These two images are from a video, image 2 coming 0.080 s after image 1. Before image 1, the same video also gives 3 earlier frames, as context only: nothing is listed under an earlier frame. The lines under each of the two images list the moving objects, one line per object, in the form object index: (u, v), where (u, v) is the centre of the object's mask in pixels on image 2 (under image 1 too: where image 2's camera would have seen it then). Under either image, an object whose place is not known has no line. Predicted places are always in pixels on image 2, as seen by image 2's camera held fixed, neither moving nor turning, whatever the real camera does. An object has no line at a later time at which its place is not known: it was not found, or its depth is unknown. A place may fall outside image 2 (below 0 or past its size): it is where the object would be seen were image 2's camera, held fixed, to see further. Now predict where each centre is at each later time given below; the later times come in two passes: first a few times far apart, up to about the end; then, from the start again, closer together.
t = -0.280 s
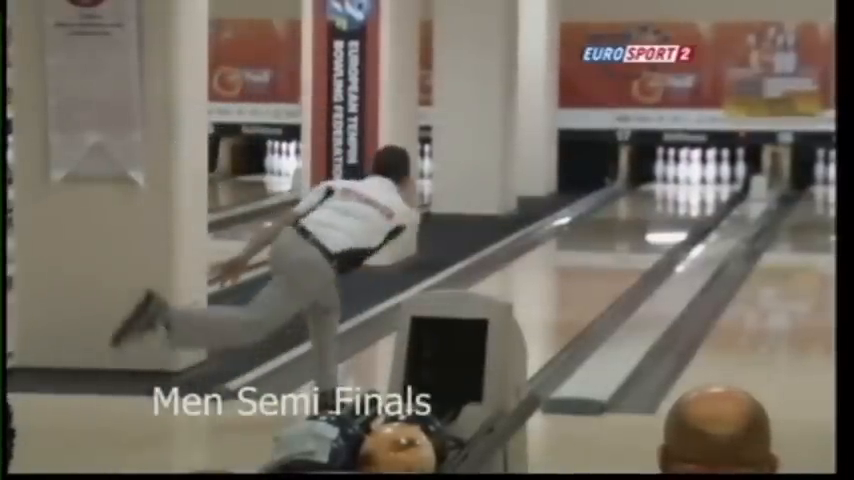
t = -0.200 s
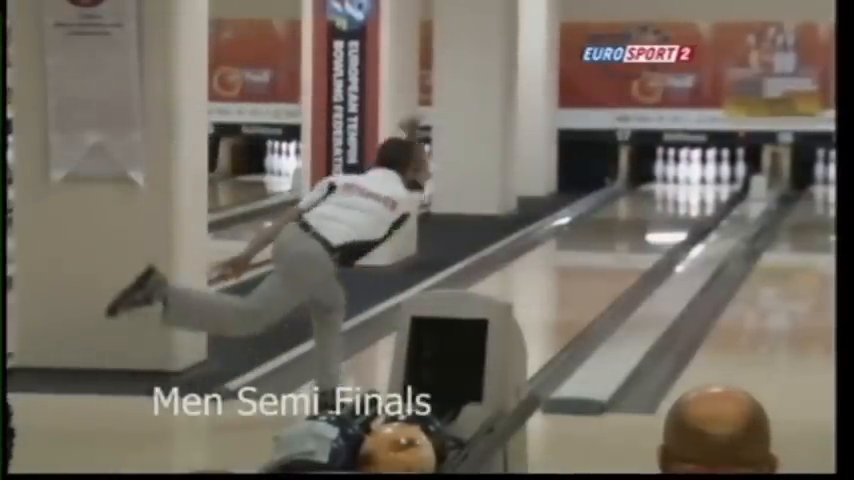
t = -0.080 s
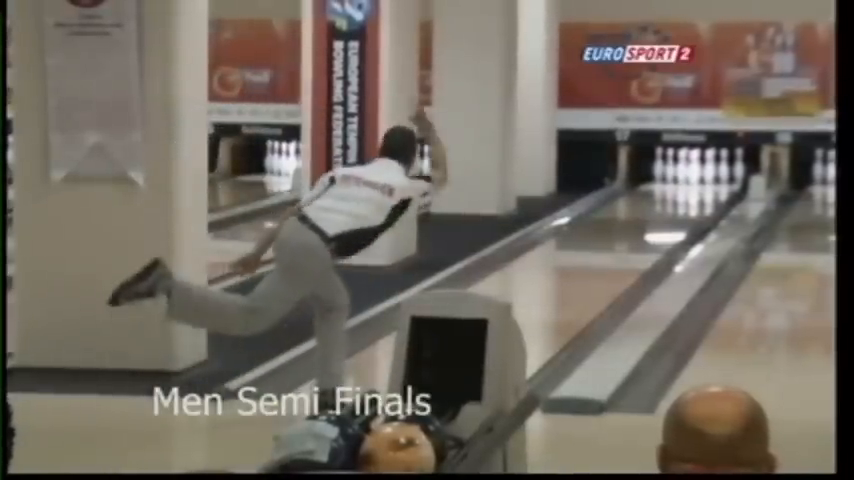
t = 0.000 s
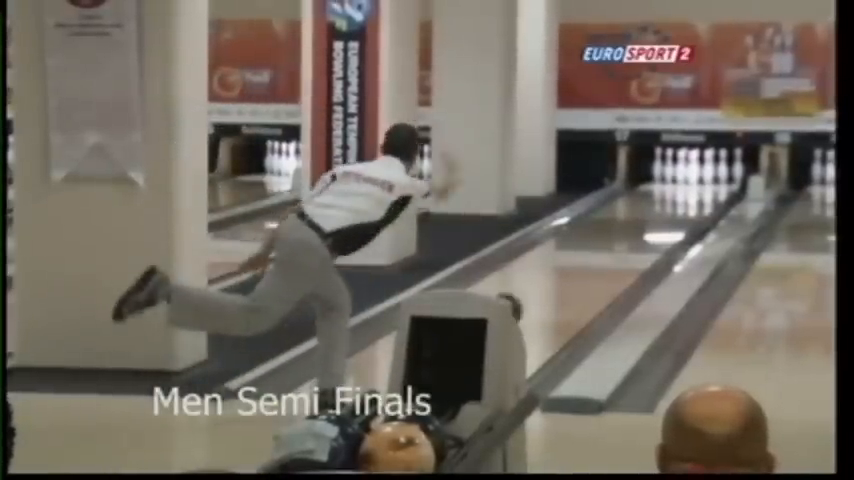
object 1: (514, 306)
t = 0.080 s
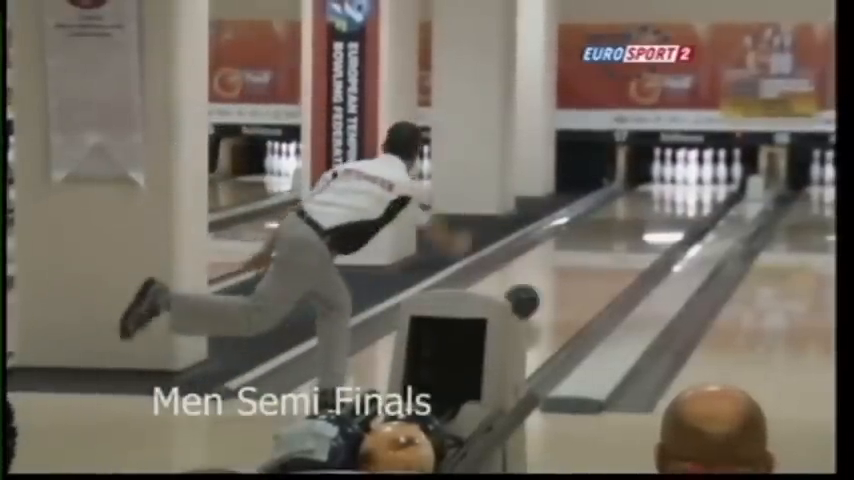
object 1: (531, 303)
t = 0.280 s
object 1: (562, 278)
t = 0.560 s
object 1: (604, 252)
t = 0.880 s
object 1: (641, 229)
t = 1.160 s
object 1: (667, 213)
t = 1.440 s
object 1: (686, 199)
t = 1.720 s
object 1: (694, 188)
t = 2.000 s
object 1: (697, 180)
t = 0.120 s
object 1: (536, 298)
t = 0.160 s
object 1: (540, 291)
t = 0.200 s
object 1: (548, 287)
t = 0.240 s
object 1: (555, 283)
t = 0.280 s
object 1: (562, 278)
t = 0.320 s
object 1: (568, 274)
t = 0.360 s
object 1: (575, 270)
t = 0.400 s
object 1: (581, 266)
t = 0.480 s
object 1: (593, 258)
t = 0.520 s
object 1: (599, 254)
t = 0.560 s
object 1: (604, 252)
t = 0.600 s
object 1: (609, 249)
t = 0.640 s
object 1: (614, 247)
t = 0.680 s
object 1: (619, 244)
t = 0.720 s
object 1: (625, 241)
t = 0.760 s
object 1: (630, 237)
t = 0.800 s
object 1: (633, 235)
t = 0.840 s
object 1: (638, 231)
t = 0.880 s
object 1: (641, 229)
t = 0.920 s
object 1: (646, 226)
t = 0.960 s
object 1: (650, 224)
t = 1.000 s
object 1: (653, 221)
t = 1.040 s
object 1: (657, 219)
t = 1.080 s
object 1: (660, 217)
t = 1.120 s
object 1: (664, 215)
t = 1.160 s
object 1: (667, 213)
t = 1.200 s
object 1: (670, 211)
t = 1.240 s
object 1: (672, 209)
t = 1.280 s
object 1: (675, 206)
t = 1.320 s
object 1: (677, 204)
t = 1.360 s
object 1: (681, 203)
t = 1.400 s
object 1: (683, 201)
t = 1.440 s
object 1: (686, 199)
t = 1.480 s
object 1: (687, 197)
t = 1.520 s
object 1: (688, 195)
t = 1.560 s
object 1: (690, 194)
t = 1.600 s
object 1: (691, 193)
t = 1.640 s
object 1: (692, 191)
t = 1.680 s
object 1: (693, 190)
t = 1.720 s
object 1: (694, 188)
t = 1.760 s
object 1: (696, 187)
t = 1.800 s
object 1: (696, 186)
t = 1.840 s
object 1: (697, 185)
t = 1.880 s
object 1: (697, 184)
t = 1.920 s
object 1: (697, 183)
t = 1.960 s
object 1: (697, 181)
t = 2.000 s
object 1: (697, 180)
